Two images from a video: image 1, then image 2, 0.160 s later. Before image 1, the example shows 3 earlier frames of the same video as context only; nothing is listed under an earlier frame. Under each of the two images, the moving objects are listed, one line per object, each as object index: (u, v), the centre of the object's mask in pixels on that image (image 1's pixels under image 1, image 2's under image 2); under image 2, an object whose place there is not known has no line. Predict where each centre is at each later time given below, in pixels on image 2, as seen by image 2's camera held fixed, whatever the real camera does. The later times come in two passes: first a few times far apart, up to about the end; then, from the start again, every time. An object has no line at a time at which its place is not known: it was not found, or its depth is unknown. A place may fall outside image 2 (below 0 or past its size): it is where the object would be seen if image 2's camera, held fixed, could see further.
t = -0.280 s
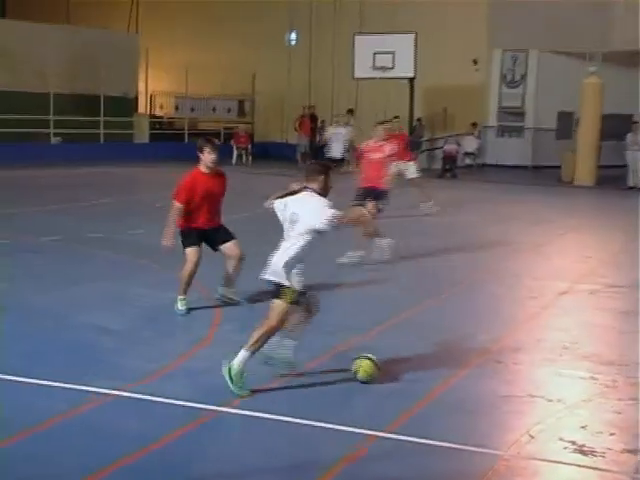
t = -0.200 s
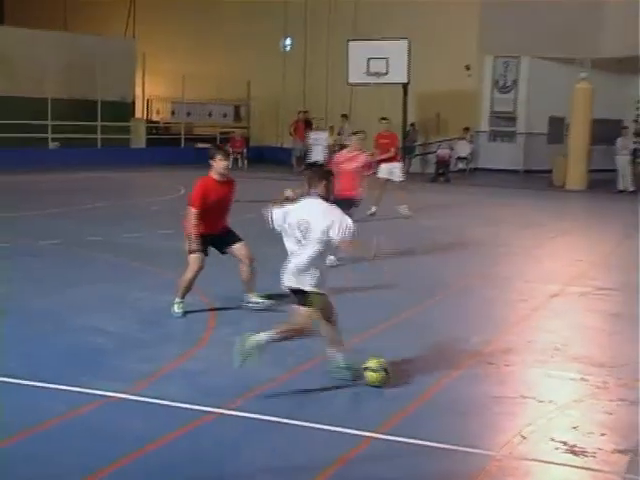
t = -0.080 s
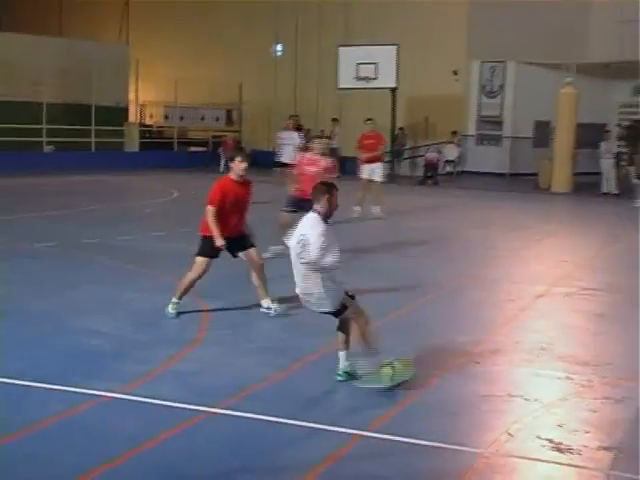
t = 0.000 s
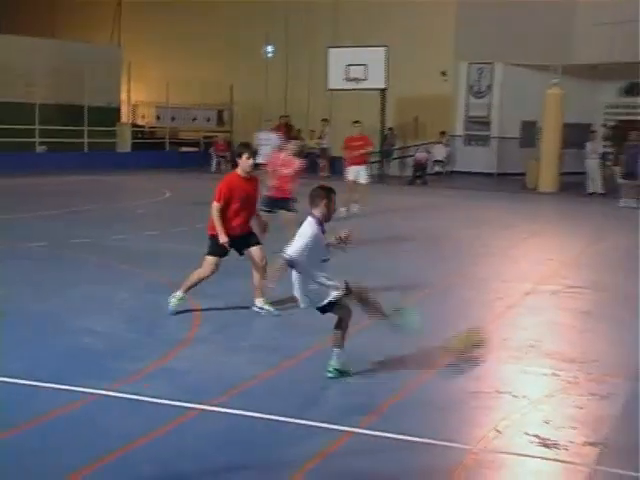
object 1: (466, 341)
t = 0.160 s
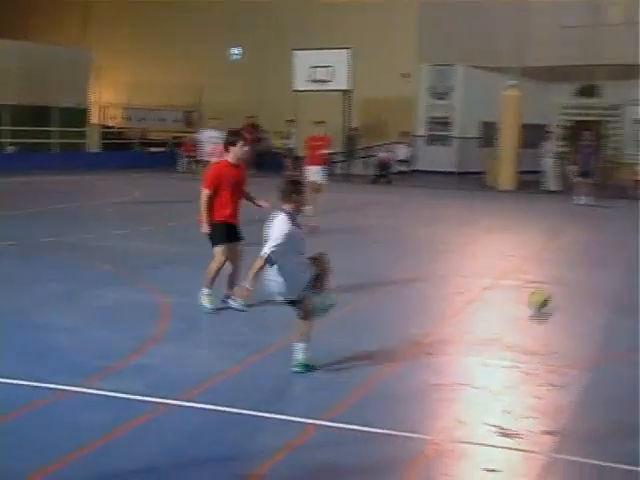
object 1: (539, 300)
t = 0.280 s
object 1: (593, 281)
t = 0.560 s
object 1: (663, 251)
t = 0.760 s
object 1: (689, 238)
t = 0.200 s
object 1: (560, 294)
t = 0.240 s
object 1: (578, 288)
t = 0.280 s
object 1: (593, 281)
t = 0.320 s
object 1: (607, 276)
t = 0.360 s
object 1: (619, 270)
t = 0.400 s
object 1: (629, 265)
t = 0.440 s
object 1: (638, 259)
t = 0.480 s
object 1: (647, 258)
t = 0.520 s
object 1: (655, 254)
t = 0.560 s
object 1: (663, 251)
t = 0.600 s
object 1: (670, 248)
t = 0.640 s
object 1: (676, 245)
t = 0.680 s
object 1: (681, 241)
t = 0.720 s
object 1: (686, 240)
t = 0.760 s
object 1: (689, 238)
